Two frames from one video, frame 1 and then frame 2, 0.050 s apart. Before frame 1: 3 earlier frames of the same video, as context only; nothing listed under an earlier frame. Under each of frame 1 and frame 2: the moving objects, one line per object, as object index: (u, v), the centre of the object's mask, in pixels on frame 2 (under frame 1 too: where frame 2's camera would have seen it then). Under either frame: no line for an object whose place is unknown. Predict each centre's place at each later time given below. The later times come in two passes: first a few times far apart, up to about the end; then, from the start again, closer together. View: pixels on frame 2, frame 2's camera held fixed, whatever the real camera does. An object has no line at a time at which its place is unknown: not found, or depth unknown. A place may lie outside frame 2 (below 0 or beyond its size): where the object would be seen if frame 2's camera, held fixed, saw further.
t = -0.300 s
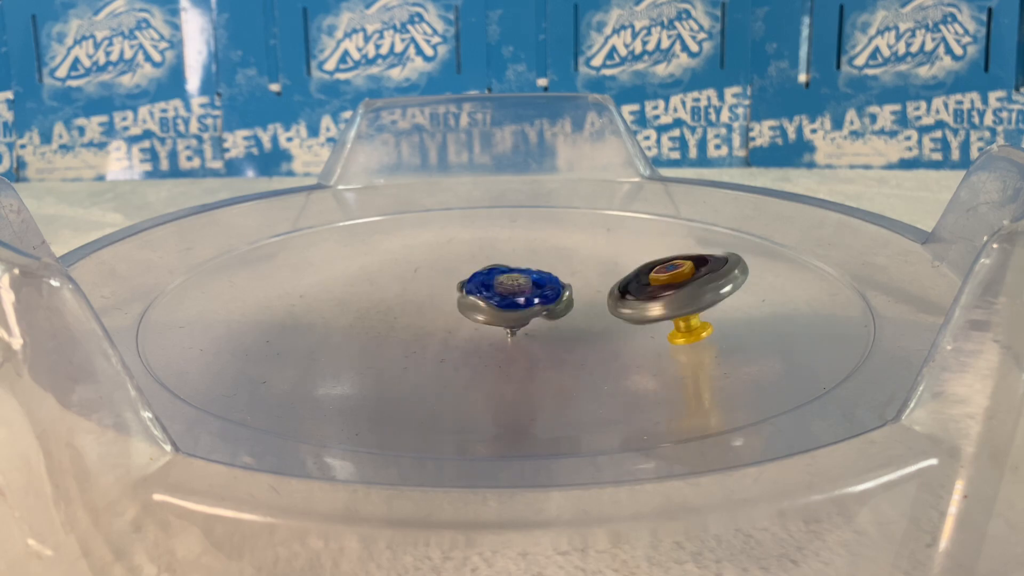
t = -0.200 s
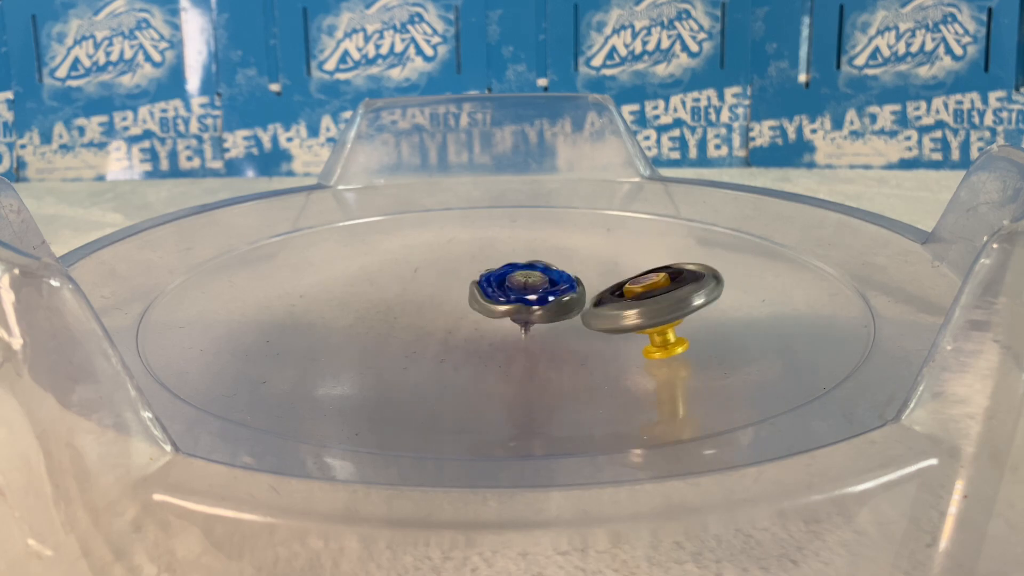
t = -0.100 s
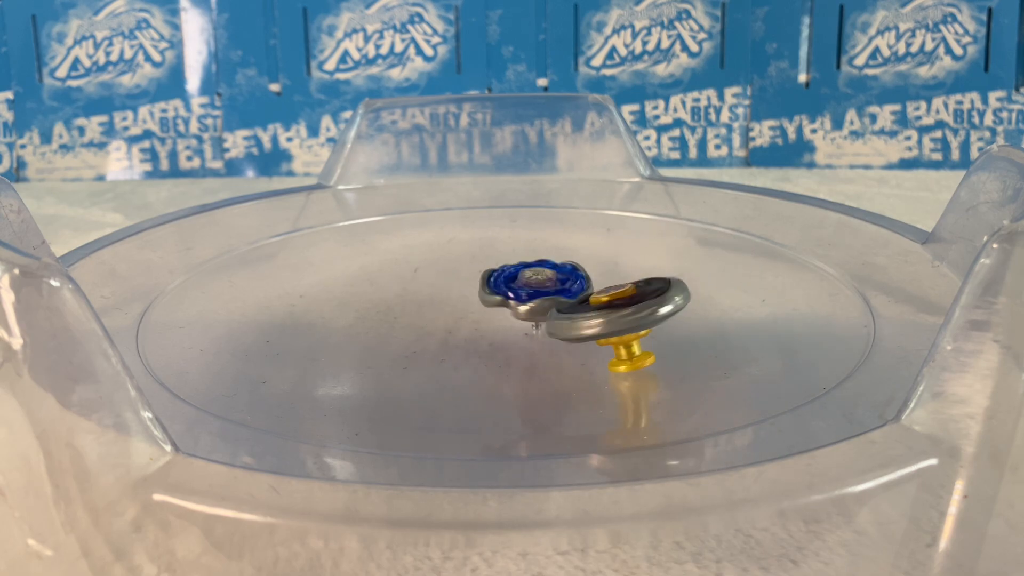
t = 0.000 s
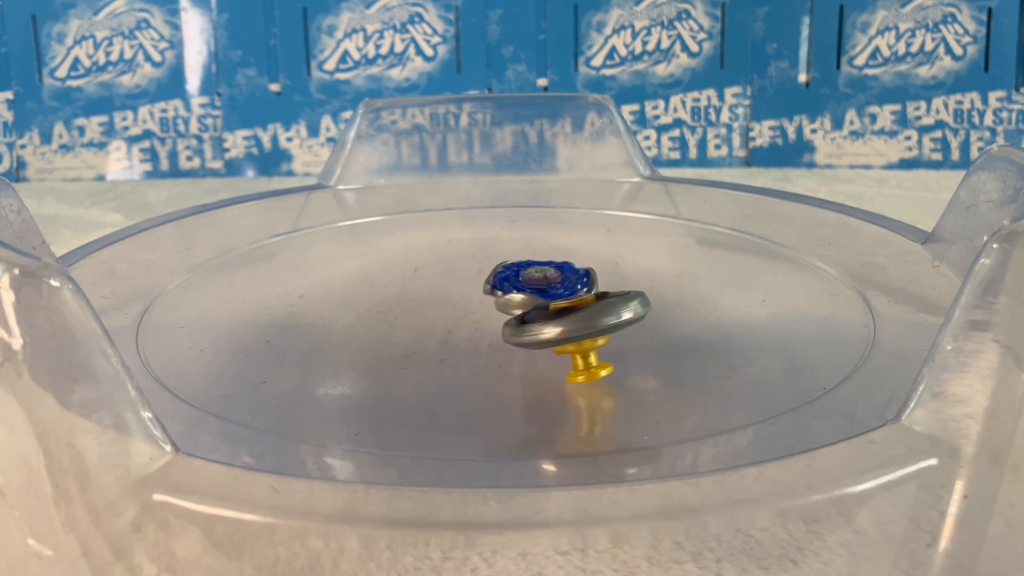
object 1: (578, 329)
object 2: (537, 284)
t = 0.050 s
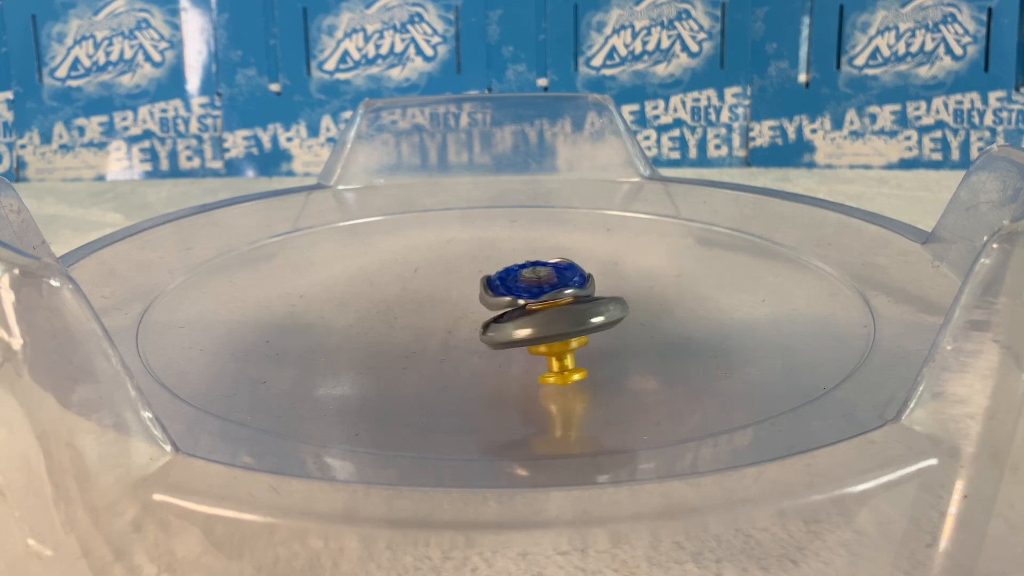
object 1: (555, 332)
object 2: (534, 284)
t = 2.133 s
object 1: (677, 265)
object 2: (510, 308)
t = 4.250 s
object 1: (563, 239)
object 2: (518, 314)
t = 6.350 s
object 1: (453, 253)
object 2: (556, 272)
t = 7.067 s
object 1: (624, 271)
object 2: (536, 311)
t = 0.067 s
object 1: (547, 333)
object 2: (535, 284)
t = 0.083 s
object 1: (540, 333)
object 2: (534, 283)
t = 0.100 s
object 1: (532, 335)
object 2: (535, 285)
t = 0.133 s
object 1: (517, 335)
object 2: (535, 285)
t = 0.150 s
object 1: (510, 334)
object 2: (535, 285)
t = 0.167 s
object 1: (502, 335)
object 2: (536, 287)
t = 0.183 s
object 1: (495, 334)
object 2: (535, 286)
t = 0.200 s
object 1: (487, 334)
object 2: (538, 288)
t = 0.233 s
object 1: (473, 334)
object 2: (537, 291)
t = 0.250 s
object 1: (468, 333)
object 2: (538, 291)
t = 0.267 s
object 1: (460, 333)
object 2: (536, 296)
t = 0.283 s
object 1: (454, 333)
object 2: (537, 297)
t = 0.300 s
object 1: (447, 332)
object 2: (534, 299)
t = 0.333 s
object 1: (435, 331)
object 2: (533, 302)
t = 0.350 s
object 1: (430, 330)
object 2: (534, 304)
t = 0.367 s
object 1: (424, 329)
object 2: (532, 305)
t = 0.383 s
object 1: (420, 328)
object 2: (533, 308)
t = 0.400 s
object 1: (414, 327)
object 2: (529, 309)
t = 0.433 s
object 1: (384, 326)
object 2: (544, 307)
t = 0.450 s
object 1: (369, 326)
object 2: (555, 305)
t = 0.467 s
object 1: (357, 324)
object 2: (562, 303)
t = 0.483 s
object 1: (346, 323)
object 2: (569, 303)
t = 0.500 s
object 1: (338, 322)
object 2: (572, 301)
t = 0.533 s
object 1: (325, 320)
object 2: (578, 300)
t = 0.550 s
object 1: (321, 319)
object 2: (582, 300)
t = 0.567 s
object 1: (317, 317)
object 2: (585, 299)
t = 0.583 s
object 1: (313, 316)
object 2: (589, 299)
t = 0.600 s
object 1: (311, 314)
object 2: (590, 298)
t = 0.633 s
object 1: (307, 311)
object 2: (593, 297)
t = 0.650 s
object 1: (306, 310)
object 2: (596, 298)
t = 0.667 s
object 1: (305, 308)
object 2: (598, 296)
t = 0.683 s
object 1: (305, 307)
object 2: (600, 297)
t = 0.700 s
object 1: (305, 306)
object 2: (600, 296)
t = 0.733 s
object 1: (307, 303)
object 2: (603, 295)
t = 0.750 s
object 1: (309, 302)
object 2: (603, 296)
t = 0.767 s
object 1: (312, 300)
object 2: (603, 295)
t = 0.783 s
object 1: (314, 299)
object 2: (602, 296)
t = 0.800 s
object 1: (317, 298)
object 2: (600, 295)
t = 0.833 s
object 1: (324, 295)
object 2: (596, 296)
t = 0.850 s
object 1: (327, 294)
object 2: (595, 297)
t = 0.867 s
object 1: (330, 292)
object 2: (593, 297)
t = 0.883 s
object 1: (334, 291)
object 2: (590, 298)
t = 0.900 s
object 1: (337, 289)
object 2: (586, 297)
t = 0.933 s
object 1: (344, 285)
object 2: (579, 299)
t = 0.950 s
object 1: (347, 283)
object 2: (577, 300)
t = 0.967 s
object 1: (351, 281)
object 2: (574, 300)
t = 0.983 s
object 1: (354, 279)
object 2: (570, 302)
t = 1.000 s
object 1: (357, 277)
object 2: (565, 301)
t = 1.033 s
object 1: (364, 273)
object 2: (555, 303)
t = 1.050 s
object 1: (367, 271)
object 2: (553, 304)
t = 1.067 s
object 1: (370, 269)
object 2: (549, 304)
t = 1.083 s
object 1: (373, 267)
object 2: (547, 304)
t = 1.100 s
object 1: (376, 265)
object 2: (542, 304)
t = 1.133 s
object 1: (383, 262)
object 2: (531, 305)
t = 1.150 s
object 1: (387, 261)
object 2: (528, 306)
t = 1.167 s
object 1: (392, 260)
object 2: (524, 305)
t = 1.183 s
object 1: (396, 258)
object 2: (523, 306)
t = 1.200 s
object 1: (401, 257)
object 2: (519, 304)
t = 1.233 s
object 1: (411, 255)
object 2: (510, 304)
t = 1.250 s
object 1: (415, 254)
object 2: (507, 305)
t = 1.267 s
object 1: (420, 253)
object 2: (503, 304)
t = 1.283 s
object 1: (425, 252)
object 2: (502, 304)
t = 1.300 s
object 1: (429, 251)
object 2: (499, 303)
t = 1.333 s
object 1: (440, 248)
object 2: (492, 302)
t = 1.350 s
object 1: (445, 247)
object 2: (491, 304)
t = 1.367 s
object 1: (450, 243)
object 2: (488, 307)
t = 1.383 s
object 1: (454, 240)
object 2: (488, 307)
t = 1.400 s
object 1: (459, 240)
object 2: (486, 308)
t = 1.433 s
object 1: (467, 238)
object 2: (481, 309)
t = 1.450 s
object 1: (471, 237)
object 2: (479, 309)
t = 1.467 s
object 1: (476, 237)
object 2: (476, 309)
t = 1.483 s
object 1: (480, 237)
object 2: (474, 309)
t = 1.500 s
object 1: (485, 237)
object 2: (471, 309)
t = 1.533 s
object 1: (495, 237)
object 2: (466, 308)
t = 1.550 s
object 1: (500, 236)
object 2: (463, 309)
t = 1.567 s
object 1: (505, 237)
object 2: (462, 309)
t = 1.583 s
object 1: (510, 237)
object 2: (461, 309)
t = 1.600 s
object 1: (516, 238)
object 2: (460, 310)
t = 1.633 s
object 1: (527, 238)
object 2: (458, 311)
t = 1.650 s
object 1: (532, 238)
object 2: (457, 310)
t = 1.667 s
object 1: (538, 239)
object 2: (457, 311)
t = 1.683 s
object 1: (543, 239)
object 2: (457, 310)
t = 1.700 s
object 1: (550, 240)
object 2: (457, 311)
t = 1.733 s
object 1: (562, 241)
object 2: (459, 311)
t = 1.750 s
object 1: (567, 242)
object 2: (460, 312)
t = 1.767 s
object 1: (573, 243)
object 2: (460, 311)
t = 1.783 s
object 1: (579, 243)
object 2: (460, 311)
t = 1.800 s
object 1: (585, 244)
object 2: (462, 311)
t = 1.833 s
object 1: (597, 245)
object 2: (467, 312)
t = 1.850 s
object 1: (602, 246)
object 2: (469, 311)
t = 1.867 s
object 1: (608, 247)
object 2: (470, 312)
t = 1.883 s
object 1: (614, 247)
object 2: (472, 311)
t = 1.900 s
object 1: (619, 248)
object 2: (474, 311)
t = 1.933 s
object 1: (630, 250)
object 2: (481, 311)
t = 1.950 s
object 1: (636, 251)
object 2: (484, 311)
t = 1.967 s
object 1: (641, 252)
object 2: (487, 311)
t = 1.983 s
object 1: (646, 253)
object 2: (489, 311)
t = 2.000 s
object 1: (650, 254)
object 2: (491, 310)
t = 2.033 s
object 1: (659, 256)
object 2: (495, 310)
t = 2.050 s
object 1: (663, 258)
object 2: (497, 309)
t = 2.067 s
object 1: (666, 259)
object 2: (502, 310)
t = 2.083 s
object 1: (670, 261)
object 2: (505, 309)
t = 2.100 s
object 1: (672, 262)
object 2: (507, 309)
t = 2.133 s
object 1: (677, 265)
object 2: (510, 308)
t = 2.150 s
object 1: (679, 268)
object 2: (512, 308)
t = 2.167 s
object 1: (681, 269)
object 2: (513, 307)
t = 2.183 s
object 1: (682, 271)
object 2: (517, 308)
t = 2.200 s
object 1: (683, 273)
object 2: (521, 307)
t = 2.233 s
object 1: (683, 278)
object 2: (527, 307)
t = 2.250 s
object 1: (683, 280)
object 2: (527, 307)
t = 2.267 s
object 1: (682, 283)
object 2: (529, 307)
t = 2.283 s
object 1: (680, 285)
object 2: (530, 306)
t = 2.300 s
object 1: (679, 288)
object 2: (533, 307)
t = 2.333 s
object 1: (674, 293)
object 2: (540, 305)
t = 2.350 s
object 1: (671, 295)
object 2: (542, 306)
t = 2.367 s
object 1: (673, 298)
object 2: (536, 305)
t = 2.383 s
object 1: (675, 300)
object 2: (532, 304)
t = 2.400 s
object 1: (675, 303)
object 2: (529, 304)
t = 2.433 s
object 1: (672, 307)
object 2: (528, 304)
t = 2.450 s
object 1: (669, 309)
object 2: (527, 303)
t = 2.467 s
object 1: (665, 312)
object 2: (526, 304)
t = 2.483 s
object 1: (661, 314)
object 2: (525, 302)
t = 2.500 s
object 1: (657, 317)
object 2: (524, 303)
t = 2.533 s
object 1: (647, 321)
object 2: (524, 302)
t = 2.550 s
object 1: (641, 322)
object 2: (523, 303)
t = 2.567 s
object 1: (636, 325)
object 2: (523, 302)
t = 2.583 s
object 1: (630, 327)
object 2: (521, 302)
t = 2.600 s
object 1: (623, 329)
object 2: (520, 302)
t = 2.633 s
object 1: (610, 333)
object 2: (517, 302)
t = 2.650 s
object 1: (603, 334)
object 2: (516, 302)
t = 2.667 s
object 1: (596, 336)
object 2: (516, 302)
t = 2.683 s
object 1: (588, 337)
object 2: (513, 301)
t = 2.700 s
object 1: (580, 339)
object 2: (514, 300)
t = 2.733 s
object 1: (564, 342)
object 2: (510, 299)
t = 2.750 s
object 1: (554, 344)
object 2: (510, 299)
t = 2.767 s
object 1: (546, 345)
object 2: (509, 300)
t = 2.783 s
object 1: (537, 347)
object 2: (512, 299)
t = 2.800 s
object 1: (528, 347)
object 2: (510, 299)
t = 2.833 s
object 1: (510, 347)
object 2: (512, 296)
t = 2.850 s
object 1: (503, 347)
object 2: (513, 297)
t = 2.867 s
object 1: (493, 347)
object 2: (513, 296)
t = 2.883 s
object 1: (485, 347)
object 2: (517, 297)
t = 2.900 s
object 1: (475, 347)
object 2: (518, 298)
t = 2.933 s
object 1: (459, 346)
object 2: (523, 301)
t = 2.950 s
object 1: (452, 345)
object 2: (522, 301)
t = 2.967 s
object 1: (443, 345)
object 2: (524, 304)
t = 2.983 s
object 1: (435, 344)
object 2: (524, 306)
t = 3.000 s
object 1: (425, 344)
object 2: (522, 306)
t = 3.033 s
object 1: (410, 342)
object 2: (521, 309)
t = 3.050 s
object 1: (402, 341)
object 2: (521, 310)
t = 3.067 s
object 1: (395, 340)
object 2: (522, 310)
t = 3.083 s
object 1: (389, 339)
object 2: (521, 309)
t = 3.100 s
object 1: (382, 337)
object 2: (522, 311)
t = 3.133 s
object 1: (369, 334)
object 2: (522, 310)
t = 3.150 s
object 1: (362, 333)
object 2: (524, 310)
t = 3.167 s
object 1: (355, 331)
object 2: (525, 310)
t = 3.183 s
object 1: (349, 329)
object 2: (526, 310)
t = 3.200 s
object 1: (344, 328)
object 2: (527, 309)
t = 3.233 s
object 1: (334, 324)
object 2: (528, 309)
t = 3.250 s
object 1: (330, 322)
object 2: (528, 308)
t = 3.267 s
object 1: (326, 320)
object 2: (528, 308)
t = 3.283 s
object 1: (323, 318)
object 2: (528, 308)
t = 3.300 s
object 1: (319, 316)
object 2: (527, 307)
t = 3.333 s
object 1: (313, 312)
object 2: (527, 307)
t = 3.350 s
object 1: (312, 310)
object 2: (526, 306)
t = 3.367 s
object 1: (311, 308)
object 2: (526, 306)
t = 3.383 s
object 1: (311, 307)
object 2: (524, 305)
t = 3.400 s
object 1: (312, 305)
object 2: (523, 306)
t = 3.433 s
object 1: (316, 302)
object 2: (521, 305)
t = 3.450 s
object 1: (319, 301)
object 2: (520, 305)
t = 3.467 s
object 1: (323, 300)
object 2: (519, 305)
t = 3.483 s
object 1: (327, 298)
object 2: (518, 306)
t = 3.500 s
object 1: (330, 296)
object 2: (517, 305)
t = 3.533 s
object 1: (337, 292)
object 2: (514, 306)
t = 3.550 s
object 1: (340, 290)
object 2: (513, 305)
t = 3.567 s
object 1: (344, 288)
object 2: (513, 306)
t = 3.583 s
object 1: (348, 286)
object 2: (511, 306)
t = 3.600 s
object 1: (352, 285)
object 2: (510, 305)
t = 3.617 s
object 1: (358, 284)
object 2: (509, 307)
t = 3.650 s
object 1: (369, 281)
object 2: (506, 306)
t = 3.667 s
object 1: (375, 280)
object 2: (506, 307)
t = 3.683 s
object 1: (381, 278)
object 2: (505, 306)
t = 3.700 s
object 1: (386, 276)
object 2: (504, 308)
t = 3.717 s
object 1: (391, 273)
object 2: (503, 307)
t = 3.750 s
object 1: (401, 269)
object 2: (501, 308)
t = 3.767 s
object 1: (406, 267)
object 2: (501, 308)
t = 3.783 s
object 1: (410, 264)
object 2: (502, 309)
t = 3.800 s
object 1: (415, 263)
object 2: (503, 310)
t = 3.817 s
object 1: (419, 261)
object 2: (504, 310)
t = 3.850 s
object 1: (431, 258)
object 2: (507, 312)
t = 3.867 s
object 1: (437, 257)
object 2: (509, 313)
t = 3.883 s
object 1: (443, 256)
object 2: (510, 314)
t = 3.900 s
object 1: (448, 254)
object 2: (511, 313)
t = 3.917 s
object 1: (455, 253)
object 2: (512, 314)
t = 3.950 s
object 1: (467, 250)
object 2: (513, 314)
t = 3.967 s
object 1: (472, 249)
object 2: (515, 315)
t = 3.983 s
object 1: (478, 248)
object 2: (517, 315)
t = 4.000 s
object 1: (484, 246)
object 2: (518, 315)
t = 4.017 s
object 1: (490, 246)
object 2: (518, 316)
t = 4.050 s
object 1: (503, 244)
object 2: (516, 316)
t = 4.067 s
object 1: (509, 244)
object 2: (516, 316)
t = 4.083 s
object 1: (514, 243)
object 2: (518, 316)
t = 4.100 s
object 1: (520, 242)
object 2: (519, 316)
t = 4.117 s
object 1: (525, 241)
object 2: (520, 315)
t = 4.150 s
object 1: (534, 239)
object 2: (519, 316)
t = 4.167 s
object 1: (539, 240)
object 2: (518, 315)
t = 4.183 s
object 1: (544, 240)
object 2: (516, 316)
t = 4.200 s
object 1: (549, 239)
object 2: (516, 315)
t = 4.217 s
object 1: (554, 239)
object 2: (517, 315)
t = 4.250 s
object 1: (563, 239)
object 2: (518, 314)
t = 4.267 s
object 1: (567, 238)
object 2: (518, 314)
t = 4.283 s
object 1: (572, 239)
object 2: (517, 315)
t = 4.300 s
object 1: (577, 239)
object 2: (514, 313)
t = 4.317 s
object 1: (582, 239)
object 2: (513, 314)
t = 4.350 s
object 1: (592, 240)
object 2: (513, 313)
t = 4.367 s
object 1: (598, 241)
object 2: (514, 313)
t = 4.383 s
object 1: (603, 241)
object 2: (515, 313)
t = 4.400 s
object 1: (607, 241)
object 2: (516, 312)
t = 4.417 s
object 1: (611, 241)
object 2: (515, 313)
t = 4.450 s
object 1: (619, 243)
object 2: (511, 311)
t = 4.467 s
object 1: (622, 244)
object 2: (510, 312)
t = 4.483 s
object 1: (626, 246)
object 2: (510, 311)
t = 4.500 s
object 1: (629, 247)
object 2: (512, 311)
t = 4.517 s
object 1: (633, 249)
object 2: (513, 310)
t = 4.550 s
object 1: (638, 252)
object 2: (514, 310)
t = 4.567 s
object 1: (640, 254)
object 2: (514, 309)
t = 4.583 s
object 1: (641, 255)
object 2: (511, 309)
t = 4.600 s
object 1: (643, 258)
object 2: (511, 309)
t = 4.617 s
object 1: (643, 259)
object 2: (512, 308)
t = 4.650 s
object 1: (645, 265)
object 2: (515, 308)
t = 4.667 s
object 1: (646, 268)
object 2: (517, 307)
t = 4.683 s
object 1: (646, 270)
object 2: (517, 307)
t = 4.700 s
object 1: (647, 273)
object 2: (517, 307)
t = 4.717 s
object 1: (646, 275)
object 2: (516, 307)
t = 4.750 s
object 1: (643, 280)
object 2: (516, 306)
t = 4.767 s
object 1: (644, 282)
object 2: (515, 306)
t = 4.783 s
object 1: (649, 285)
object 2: (508, 306)
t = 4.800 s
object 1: (653, 286)
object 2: (503, 305)
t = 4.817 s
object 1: (657, 289)
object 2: (498, 305)
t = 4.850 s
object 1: (658, 292)
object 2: (492, 305)
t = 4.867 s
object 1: (657, 294)
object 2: (491, 305)
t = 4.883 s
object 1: (654, 296)
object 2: (489, 305)
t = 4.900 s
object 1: (652, 300)
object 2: (488, 305)
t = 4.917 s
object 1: (648, 302)
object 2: (488, 304)
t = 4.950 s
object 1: (642, 306)
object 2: (487, 304)
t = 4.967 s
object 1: (639, 310)
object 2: (488, 303)
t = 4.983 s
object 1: (637, 311)
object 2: (487, 304)
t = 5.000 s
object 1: (633, 314)
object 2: (487, 303)
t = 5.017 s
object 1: (628, 317)
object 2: (486, 303)
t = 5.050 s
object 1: (617, 322)
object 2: (485, 302)
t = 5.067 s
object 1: (611, 323)
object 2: (484, 301)
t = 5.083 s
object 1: (606, 327)
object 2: (485, 301)
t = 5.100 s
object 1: (601, 328)
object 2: (487, 301)
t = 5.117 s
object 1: (596, 330)
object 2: (489, 300)
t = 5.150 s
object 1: (583, 334)
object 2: (489, 298)
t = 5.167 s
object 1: (577, 337)
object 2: (489, 299)
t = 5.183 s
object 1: (570, 337)
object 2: (486, 299)
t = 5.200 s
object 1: (563, 339)
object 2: (486, 298)
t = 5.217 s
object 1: (555, 340)
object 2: (486, 298)
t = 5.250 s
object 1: (541, 343)
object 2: (486, 299)
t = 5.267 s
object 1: (533, 344)
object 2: (487, 297)
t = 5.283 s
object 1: (527, 345)
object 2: (488, 299)
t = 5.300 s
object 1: (519, 345)
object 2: (488, 298)
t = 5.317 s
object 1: (511, 346)
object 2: (490, 297)
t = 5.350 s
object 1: (495, 345)
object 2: (490, 296)
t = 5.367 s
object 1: (487, 346)
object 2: (492, 295)
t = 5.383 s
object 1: (479, 345)
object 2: (496, 295)
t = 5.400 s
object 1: (473, 346)
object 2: (496, 296)
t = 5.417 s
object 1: (466, 344)
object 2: (495, 296)
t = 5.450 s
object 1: (451, 343)
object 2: (500, 298)
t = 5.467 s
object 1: (445, 342)
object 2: (497, 299)
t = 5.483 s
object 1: (437, 342)
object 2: (499, 300)
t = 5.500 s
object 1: (432, 341)
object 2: (501, 302)
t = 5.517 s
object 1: (427, 340)
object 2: (498, 303)
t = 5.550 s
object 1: (415, 338)
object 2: (499, 307)
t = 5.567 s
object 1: (409, 336)
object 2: (495, 309)
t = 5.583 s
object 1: (391, 336)
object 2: (497, 310)
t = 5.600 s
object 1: (368, 335)
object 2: (515, 307)
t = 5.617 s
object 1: (348, 335)
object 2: (531, 304)
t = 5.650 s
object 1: (310, 334)
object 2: (555, 289)
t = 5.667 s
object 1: (297, 331)
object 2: (565, 284)
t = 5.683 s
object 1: (288, 332)
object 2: (572, 279)
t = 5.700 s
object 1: (281, 330)
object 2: (577, 277)
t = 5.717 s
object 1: (277, 328)
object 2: (579, 272)
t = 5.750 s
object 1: (274, 326)
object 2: (579, 265)
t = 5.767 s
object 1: (275, 327)
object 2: (579, 265)
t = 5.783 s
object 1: (275, 324)
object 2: (579, 265)
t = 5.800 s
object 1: (277, 323)
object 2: (578, 265)
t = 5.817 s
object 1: (279, 322)
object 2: (575, 264)
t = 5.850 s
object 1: (285, 319)
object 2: (567, 263)
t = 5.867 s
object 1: (286, 317)
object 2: (565, 263)
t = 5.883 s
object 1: (290, 316)
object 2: (563, 263)
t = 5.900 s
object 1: (294, 314)
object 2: (561, 263)
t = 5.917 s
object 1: (300, 313)
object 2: (561, 264)
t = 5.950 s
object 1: (307, 308)
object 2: (561, 264)
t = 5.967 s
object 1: (313, 307)
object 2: (561, 264)
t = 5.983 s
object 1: (319, 305)
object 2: (561, 265)
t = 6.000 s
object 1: (326, 304)
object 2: (561, 265)
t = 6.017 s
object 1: (331, 301)
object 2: (562, 265)
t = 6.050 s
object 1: (342, 297)
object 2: (562, 265)
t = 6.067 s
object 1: (349, 296)
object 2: (562, 265)
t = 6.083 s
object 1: (356, 294)
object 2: (562, 265)
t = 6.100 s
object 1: (362, 291)
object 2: (562, 265)
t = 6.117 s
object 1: (367, 289)
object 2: (562, 266)
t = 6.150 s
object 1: (381, 285)
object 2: (563, 267)
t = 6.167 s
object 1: (388, 282)
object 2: (563, 267)
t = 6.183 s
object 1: (393, 279)
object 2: (563, 267)
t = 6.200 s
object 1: (399, 277)
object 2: (563, 267)
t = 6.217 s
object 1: (407, 275)
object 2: (563, 268)
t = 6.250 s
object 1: (421, 269)
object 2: (562, 269)
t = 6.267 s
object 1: (426, 266)
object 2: (562, 269)
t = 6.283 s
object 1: (433, 264)
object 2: (561, 270)
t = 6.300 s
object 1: (440, 262)
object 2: (561, 270)
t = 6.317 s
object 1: (446, 259)
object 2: (560, 271)
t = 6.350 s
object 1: (453, 253)
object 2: (556, 272)
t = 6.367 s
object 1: (458, 250)
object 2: (556, 272)
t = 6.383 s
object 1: (463, 246)
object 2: (555, 275)
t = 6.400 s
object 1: (466, 242)
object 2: (553, 279)
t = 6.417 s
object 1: (468, 240)
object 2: (556, 278)
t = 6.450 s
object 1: (473, 230)
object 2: (568, 276)
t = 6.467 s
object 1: (475, 223)
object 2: (572, 279)
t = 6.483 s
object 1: (477, 221)
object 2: (574, 282)
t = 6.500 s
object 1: (481, 217)
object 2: (575, 287)
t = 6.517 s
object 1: (485, 213)
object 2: (574, 291)
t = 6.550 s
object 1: (491, 210)
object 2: (570, 297)
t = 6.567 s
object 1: (495, 209)
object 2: (567, 302)
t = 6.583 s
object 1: (498, 208)
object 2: (565, 309)
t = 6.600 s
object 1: (500, 208)
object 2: (559, 304)
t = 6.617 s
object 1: (504, 208)
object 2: (554, 302)
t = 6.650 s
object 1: (509, 209)
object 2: (546, 310)
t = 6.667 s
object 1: (513, 210)
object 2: (545, 306)
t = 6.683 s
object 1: (517, 210)
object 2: (544, 307)
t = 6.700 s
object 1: (519, 211)
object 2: (544, 309)
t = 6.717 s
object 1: (522, 213)
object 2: (544, 308)
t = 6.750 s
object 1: (530, 216)
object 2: (545, 309)
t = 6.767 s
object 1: (532, 218)
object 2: (546, 309)
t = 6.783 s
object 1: (536, 220)
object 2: (546, 309)
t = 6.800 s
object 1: (540, 223)
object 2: (547, 309)
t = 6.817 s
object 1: (543, 224)
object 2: (547, 310)
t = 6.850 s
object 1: (550, 229)
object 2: (548, 310)
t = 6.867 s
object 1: (555, 230)
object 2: (548, 310)
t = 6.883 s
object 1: (558, 232)
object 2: (548, 310)
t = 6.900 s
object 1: (562, 235)
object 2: (548, 310)
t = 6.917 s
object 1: (569, 236)
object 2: (548, 310)
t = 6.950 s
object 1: (577, 240)
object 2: (548, 310)
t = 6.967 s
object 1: (584, 243)
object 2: (548, 309)
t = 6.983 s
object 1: (591, 245)
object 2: (548, 310)
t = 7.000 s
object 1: (596, 249)
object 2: (547, 309)
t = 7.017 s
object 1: (605, 253)
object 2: (546, 309)
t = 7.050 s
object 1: (618, 263)
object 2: (540, 309)
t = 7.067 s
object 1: (624, 271)
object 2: (536, 311)
